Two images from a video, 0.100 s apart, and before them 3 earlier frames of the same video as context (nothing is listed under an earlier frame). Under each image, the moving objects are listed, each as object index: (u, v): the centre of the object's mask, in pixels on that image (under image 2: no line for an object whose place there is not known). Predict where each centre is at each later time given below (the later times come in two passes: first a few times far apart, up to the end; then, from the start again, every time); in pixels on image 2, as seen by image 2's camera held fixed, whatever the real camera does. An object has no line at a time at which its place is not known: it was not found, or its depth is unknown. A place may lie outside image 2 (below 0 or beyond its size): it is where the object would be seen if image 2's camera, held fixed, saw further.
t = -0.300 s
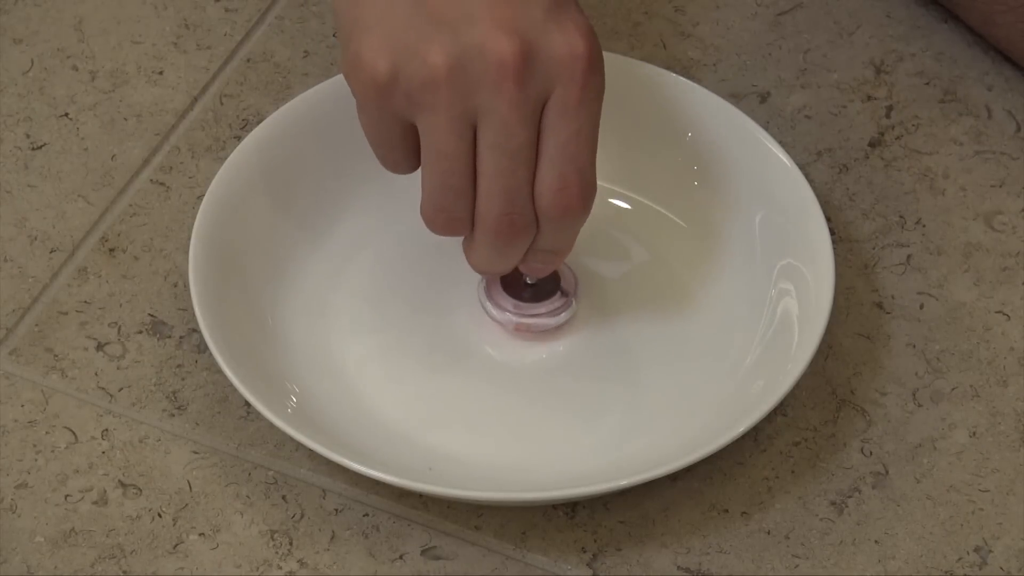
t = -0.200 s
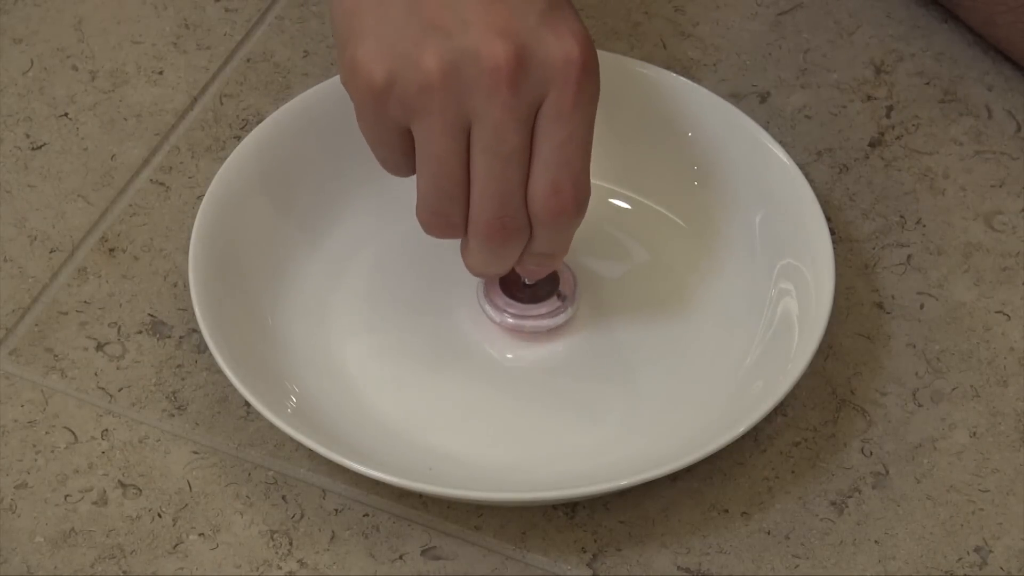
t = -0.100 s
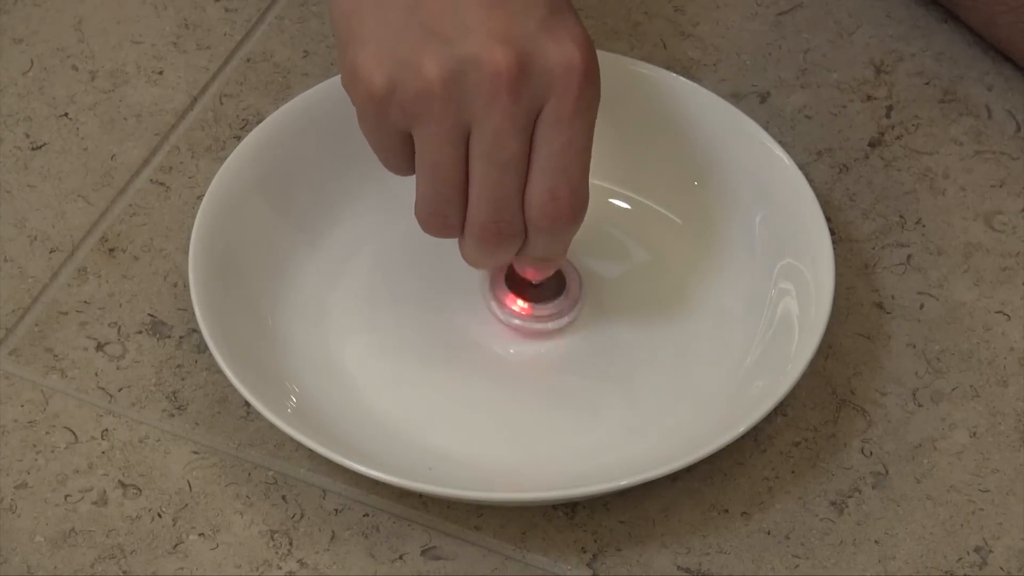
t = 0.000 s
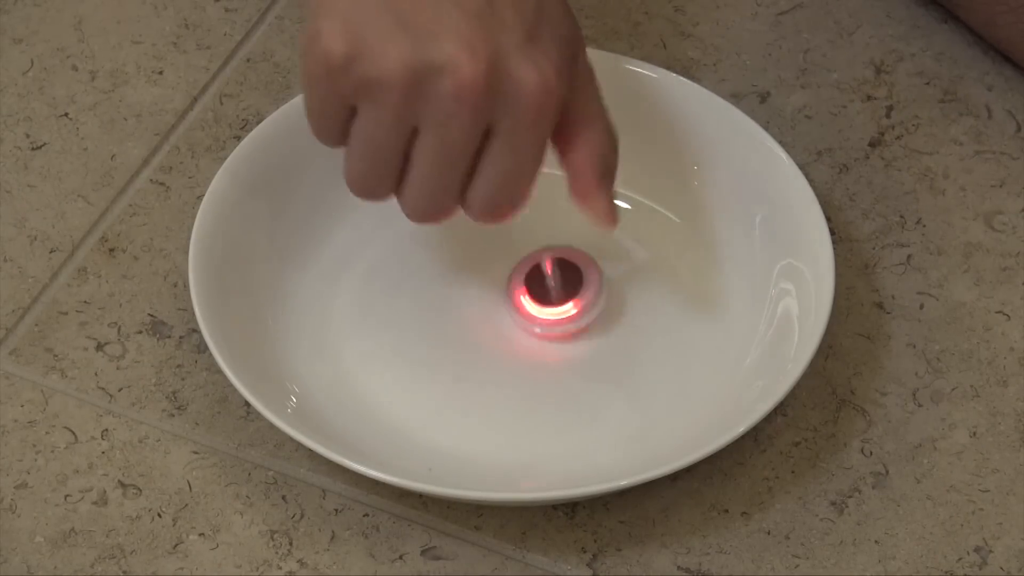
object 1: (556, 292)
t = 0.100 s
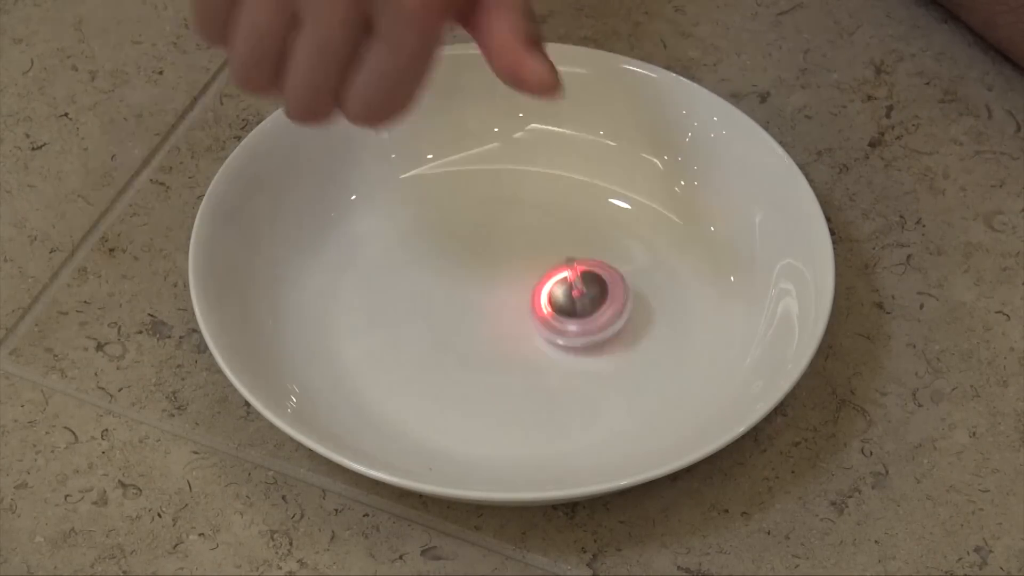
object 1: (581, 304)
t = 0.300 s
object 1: (626, 335)
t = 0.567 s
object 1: (648, 384)
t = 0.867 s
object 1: (634, 404)
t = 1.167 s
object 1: (609, 405)
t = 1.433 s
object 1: (610, 414)
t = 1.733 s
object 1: (651, 389)
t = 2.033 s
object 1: (677, 350)
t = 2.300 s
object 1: (697, 318)
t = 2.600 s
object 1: (677, 333)
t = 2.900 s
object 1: (658, 359)
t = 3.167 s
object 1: (655, 376)
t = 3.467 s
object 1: (666, 376)
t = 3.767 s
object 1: (662, 374)
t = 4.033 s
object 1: (650, 383)
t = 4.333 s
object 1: (644, 390)
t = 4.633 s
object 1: (646, 392)
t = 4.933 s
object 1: (648, 391)
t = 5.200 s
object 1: (650, 388)
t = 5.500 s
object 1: (650, 388)
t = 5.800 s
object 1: (652, 389)
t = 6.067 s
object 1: (653, 387)
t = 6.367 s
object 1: (653, 386)
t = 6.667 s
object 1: (652, 386)
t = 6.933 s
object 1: (652, 385)
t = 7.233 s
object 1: (652, 386)
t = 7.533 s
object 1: (652, 386)
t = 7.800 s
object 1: (651, 389)
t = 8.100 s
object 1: (648, 390)
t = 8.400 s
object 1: (645, 392)
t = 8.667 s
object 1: (643, 394)
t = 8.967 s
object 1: (640, 395)
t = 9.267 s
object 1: (640, 397)
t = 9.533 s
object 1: (639, 398)
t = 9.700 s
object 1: (637, 399)
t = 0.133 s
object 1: (588, 308)
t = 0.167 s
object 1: (595, 313)
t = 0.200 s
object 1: (603, 318)
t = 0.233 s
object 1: (610, 323)
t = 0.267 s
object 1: (618, 328)
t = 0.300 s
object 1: (626, 335)
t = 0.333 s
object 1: (634, 341)
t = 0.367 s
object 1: (643, 350)
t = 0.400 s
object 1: (653, 360)
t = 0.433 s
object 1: (661, 369)
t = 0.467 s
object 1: (665, 377)
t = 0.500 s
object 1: (664, 381)
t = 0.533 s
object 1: (656, 382)
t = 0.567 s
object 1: (648, 384)
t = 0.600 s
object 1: (641, 389)
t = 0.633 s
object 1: (637, 393)
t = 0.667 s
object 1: (635, 394)
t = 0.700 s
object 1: (634, 397)
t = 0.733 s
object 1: (634, 399)
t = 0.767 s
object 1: (633, 400)
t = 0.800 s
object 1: (634, 403)
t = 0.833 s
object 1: (635, 404)
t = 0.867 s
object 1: (634, 404)
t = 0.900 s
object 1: (632, 404)
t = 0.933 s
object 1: (629, 403)
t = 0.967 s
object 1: (625, 402)
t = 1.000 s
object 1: (622, 402)
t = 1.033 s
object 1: (621, 404)
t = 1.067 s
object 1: (620, 407)
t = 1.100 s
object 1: (618, 406)
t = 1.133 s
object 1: (613, 407)
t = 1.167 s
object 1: (609, 405)
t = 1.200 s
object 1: (604, 403)
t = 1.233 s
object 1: (601, 403)
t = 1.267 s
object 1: (599, 406)
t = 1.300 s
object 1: (597, 410)
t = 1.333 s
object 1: (595, 411)
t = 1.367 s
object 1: (594, 412)
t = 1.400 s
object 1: (600, 413)
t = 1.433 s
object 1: (610, 414)
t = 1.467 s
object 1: (618, 412)
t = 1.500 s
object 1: (621, 406)
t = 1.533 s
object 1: (621, 404)
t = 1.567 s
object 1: (621, 402)
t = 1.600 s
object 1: (626, 401)
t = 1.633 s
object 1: (634, 401)
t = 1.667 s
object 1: (641, 397)
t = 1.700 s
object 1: (646, 393)
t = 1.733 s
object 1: (651, 389)
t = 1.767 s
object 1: (654, 385)
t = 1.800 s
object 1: (658, 383)
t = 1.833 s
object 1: (666, 379)
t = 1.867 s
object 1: (672, 374)
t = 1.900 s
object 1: (677, 367)
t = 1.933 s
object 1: (676, 363)
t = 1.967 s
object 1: (674, 360)
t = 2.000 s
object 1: (675, 355)
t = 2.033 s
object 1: (677, 350)
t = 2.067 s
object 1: (679, 346)
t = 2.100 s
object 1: (683, 342)
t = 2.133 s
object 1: (685, 339)
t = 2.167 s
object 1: (687, 336)
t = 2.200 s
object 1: (688, 331)
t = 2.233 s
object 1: (688, 326)
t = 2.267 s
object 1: (694, 320)
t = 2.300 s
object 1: (697, 318)
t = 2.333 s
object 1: (695, 315)
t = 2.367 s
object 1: (692, 314)
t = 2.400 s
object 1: (690, 315)
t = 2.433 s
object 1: (687, 316)
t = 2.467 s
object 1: (685, 319)
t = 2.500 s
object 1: (683, 322)
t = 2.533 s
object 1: (680, 326)
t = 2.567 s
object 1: (679, 329)
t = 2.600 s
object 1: (677, 333)
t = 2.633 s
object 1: (674, 336)
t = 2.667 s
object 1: (672, 339)
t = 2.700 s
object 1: (669, 342)
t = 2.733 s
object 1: (668, 345)
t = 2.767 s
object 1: (665, 349)
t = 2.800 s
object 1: (663, 352)
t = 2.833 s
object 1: (661, 354)
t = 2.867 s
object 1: (660, 357)
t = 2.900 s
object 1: (658, 359)
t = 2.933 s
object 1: (657, 361)
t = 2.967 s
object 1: (656, 364)
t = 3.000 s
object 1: (655, 366)
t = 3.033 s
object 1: (654, 369)
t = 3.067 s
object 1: (654, 370)
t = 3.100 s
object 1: (654, 372)
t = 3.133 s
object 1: (655, 375)
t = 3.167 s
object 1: (655, 376)
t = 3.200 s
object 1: (656, 378)
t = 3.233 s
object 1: (656, 379)
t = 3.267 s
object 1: (658, 380)
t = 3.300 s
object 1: (660, 380)
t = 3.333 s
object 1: (662, 379)
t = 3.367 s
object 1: (663, 379)
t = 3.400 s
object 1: (664, 378)
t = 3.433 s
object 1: (665, 377)
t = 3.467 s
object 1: (666, 376)
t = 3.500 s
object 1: (667, 375)
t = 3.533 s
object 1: (667, 375)
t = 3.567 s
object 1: (667, 374)
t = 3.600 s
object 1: (666, 374)
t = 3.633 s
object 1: (666, 373)
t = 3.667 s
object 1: (665, 374)
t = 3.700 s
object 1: (664, 373)
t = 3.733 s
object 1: (663, 373)
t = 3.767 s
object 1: (662, 374)
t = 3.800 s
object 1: (660, 374)
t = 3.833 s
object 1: (659, 375)
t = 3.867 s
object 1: (657, 377)
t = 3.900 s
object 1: (655, 378)
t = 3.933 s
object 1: (653, 379)
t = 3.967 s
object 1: (652, 380)
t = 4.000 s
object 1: (651, 382)
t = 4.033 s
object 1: (650, 383)
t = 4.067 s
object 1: (648, 384)
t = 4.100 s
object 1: (647, 385)
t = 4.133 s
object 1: (646, 386)
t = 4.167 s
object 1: (645, 387)
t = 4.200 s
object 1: (644, 388)
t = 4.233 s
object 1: (644, 389)
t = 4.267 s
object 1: (644, 390)
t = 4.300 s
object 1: (643, 390)
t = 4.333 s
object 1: (644, 390)
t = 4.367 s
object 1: (644, 390)
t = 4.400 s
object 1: (644, 391)
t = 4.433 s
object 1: (644, 391)
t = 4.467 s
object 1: (644, 392)
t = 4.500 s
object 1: (645, 392)
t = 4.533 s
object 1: (646, 392)
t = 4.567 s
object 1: (646, 392)
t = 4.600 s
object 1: (646, 392)
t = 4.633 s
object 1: (646, 392)
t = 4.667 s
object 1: (647, 391)
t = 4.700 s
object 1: (648, 390)
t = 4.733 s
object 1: (648, 390)
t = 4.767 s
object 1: (649, 390)
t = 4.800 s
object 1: (649, 390)
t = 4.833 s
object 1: (650, 390)
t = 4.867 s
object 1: (650, 390)
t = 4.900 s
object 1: (648, 390)
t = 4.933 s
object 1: (648, 391)
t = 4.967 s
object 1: (650, 389)
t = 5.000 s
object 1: (650, 389)
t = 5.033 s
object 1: (650, 390)
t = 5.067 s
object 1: (651, 391)
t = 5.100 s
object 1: (651, 391)
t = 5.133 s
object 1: (650, 389)
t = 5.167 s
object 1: (650, 389)
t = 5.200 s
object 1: (650, 388)
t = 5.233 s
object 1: (651, 388)
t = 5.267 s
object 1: (650, 388)
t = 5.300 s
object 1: (650, 388)
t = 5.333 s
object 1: (650, 388)
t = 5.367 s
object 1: (650, 388)
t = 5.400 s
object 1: (649, 388)
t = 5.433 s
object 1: (649, 388)
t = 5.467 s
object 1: (649, 388)
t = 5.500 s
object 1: (650, 388)
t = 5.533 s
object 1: (650, 389)
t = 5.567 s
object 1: (650, 389)
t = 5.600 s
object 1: (650, 389)
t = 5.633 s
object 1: (649, 388)
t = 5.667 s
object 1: (649, 389)
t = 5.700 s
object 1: (650, 389)
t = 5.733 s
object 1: (651, 389)
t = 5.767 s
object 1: (652, 389)
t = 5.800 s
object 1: (652, 389)
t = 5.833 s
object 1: (652, 389)
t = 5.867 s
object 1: (651, 388)
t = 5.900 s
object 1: (652, 388)
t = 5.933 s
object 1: (652, 388)
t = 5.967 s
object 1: (653, 388)
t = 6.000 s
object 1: (653, 387)
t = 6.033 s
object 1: (653, 388)
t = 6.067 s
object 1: (653, 387)
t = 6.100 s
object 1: (652, 387)
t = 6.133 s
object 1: (653, 387)
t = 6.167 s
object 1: (653, 387)
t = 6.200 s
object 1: (655, 387)
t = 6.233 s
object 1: (654, 387)
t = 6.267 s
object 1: (654, 387)
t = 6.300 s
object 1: (653, 386)
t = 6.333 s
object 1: (653, 386)
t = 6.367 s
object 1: (653, 386)
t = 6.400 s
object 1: (654, 387)
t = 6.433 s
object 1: (654, 387)
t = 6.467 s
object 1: (653, 386)
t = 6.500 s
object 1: (652, 386)
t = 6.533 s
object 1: (653, 386)
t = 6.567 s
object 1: (654, 386)
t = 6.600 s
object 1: (654, 386)
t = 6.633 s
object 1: (654, 386)
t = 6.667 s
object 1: (652, 386)
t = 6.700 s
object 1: (653, 386)
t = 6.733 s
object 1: (652, 385)
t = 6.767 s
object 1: (654, 386)
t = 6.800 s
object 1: (653, 386)
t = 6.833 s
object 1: (652, 387)
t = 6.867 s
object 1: (651, 386)
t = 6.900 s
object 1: (651, 386)
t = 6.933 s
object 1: (652, 385)
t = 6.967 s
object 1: (653, 387)
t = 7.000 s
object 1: (652, 387)
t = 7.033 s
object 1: (651, 387)
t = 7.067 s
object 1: (651, 387)
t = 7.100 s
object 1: (652, 386)
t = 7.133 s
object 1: (654, 386)
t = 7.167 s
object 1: (653, 387)
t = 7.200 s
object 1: (652, 386)
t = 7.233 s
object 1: (652, 386)
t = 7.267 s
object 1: (653, 385)
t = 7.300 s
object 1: (655, 386)
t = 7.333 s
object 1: (654, 386)
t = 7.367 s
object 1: (652, 386)
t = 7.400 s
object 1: (653, 385)
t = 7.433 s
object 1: (654, 385)
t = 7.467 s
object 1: (654, 386)
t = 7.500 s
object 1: (653, 386)
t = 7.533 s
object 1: (652, 386)
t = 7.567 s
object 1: (652, 386)
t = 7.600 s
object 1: (653, 386)
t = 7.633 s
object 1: (652, 387)
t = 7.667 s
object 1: (651, 387)
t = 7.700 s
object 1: (651, 387)
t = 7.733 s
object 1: (651, 387)
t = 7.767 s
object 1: (652, 388)
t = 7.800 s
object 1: (651, 389)
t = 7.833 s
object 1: (650, 388)
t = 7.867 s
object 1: (649, 388)
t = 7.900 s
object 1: (651, 389)
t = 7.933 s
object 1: (650, 390)
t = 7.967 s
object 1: (649, 390)
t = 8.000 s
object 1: (647, 389)
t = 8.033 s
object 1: (648, 389)
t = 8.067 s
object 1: (649, 390)
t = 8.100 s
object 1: (648, 390)
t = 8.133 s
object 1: (646, 390)
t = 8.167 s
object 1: (646, 390)
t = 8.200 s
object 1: (649, 390)
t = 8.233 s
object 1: (647, 391)
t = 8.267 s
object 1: (645, 391)
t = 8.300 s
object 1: (645, 391)
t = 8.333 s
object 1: (646, 391)
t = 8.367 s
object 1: (646, 392)
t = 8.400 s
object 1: (645, 392)
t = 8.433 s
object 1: (643, 392)
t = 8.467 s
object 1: (643, 392)
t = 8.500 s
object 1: (645, 393)
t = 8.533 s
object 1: (644, 393)
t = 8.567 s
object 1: (644, 393)
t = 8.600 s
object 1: (643, 393)
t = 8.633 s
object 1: (645, 393)
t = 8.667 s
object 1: (643, 394)
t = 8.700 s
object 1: (643, 393)
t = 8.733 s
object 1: (641, 393)
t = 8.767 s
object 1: (643, 394)
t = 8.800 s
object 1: (642, 395)
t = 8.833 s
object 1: (641, 394)
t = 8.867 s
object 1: (640, 394)
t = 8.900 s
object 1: (642, 395)
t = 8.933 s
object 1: (641, 396)
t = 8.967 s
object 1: (640, 395)
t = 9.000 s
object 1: (640, 394)
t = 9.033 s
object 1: (642, 396)
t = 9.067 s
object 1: (641, 396)
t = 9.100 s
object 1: (640, 395)
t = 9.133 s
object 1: (640, 396)
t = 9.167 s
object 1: (640, 397)
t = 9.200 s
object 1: (639, 397)
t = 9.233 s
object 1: (638, 397)
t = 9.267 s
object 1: (640, 397)
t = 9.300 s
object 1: (639, 398)
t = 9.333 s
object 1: (638, 398)
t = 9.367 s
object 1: (638, 398)
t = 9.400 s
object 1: (640, 398)
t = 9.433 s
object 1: (639, 399)
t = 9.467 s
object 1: (637, 398)
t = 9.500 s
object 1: (637, 398)
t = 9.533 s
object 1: (639, 398)
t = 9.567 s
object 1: (638, 399)
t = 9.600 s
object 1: (637, 399)
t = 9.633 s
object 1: (637, 398)
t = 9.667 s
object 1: (639, 399)
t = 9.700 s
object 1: (637, 399)
